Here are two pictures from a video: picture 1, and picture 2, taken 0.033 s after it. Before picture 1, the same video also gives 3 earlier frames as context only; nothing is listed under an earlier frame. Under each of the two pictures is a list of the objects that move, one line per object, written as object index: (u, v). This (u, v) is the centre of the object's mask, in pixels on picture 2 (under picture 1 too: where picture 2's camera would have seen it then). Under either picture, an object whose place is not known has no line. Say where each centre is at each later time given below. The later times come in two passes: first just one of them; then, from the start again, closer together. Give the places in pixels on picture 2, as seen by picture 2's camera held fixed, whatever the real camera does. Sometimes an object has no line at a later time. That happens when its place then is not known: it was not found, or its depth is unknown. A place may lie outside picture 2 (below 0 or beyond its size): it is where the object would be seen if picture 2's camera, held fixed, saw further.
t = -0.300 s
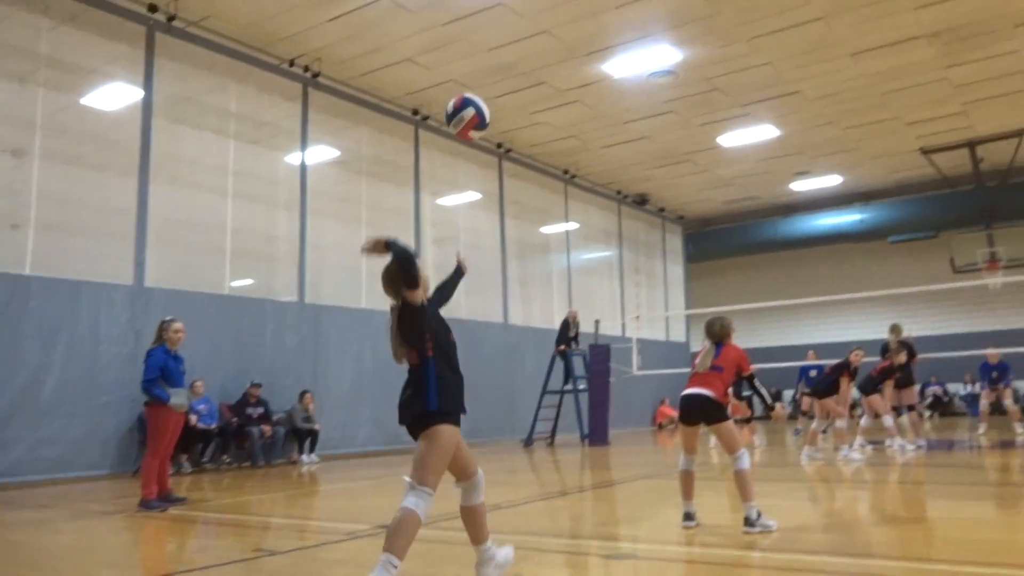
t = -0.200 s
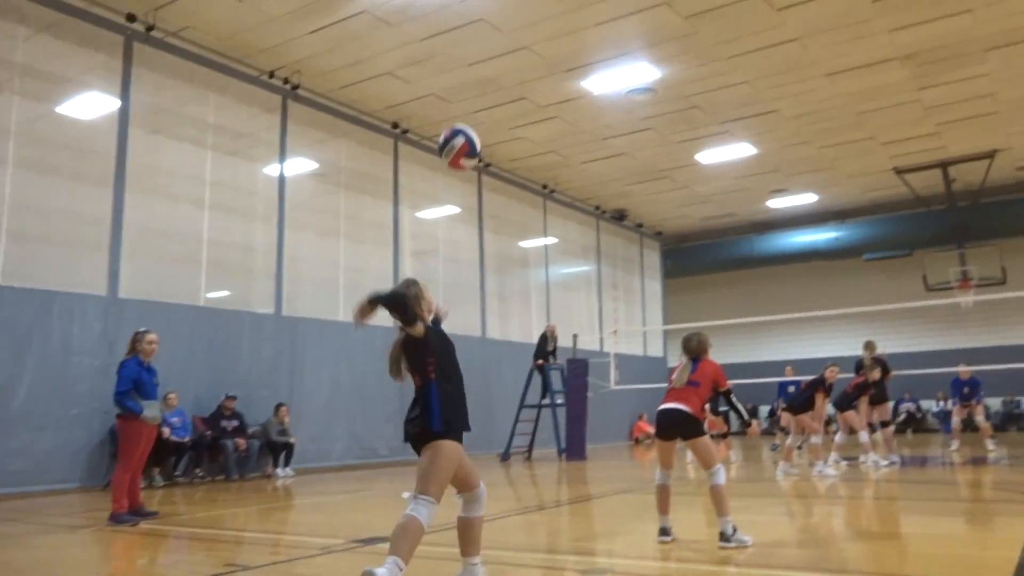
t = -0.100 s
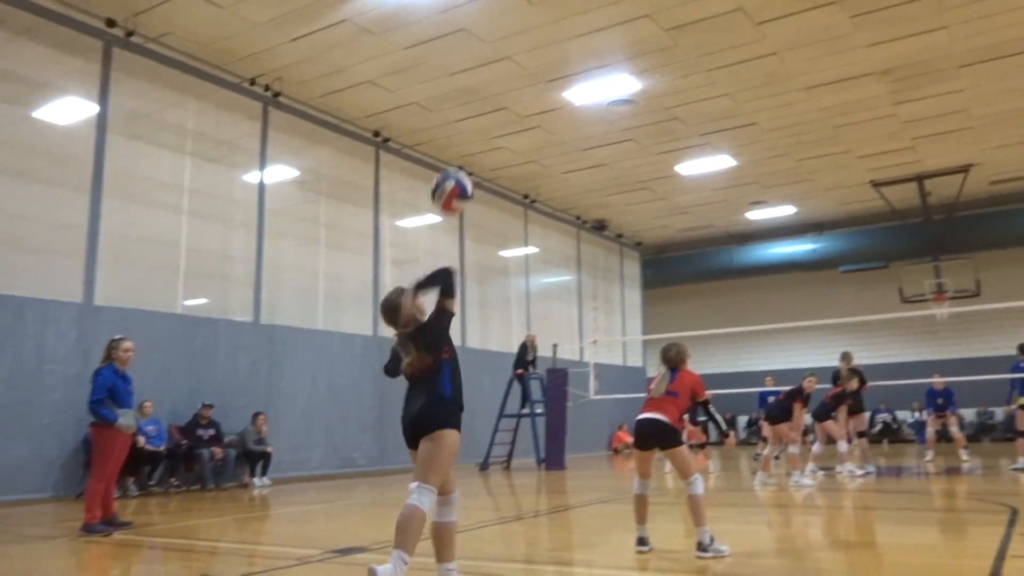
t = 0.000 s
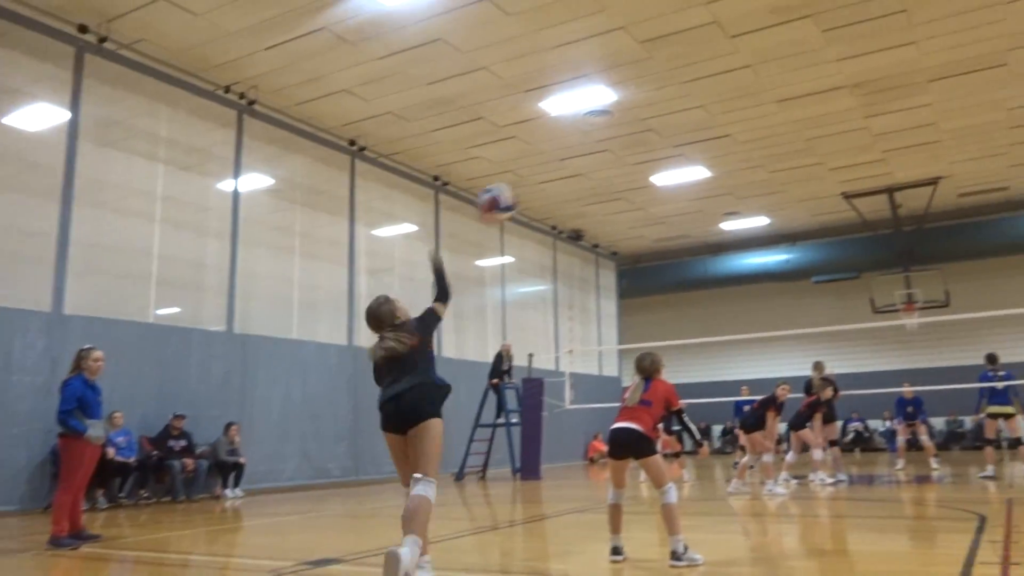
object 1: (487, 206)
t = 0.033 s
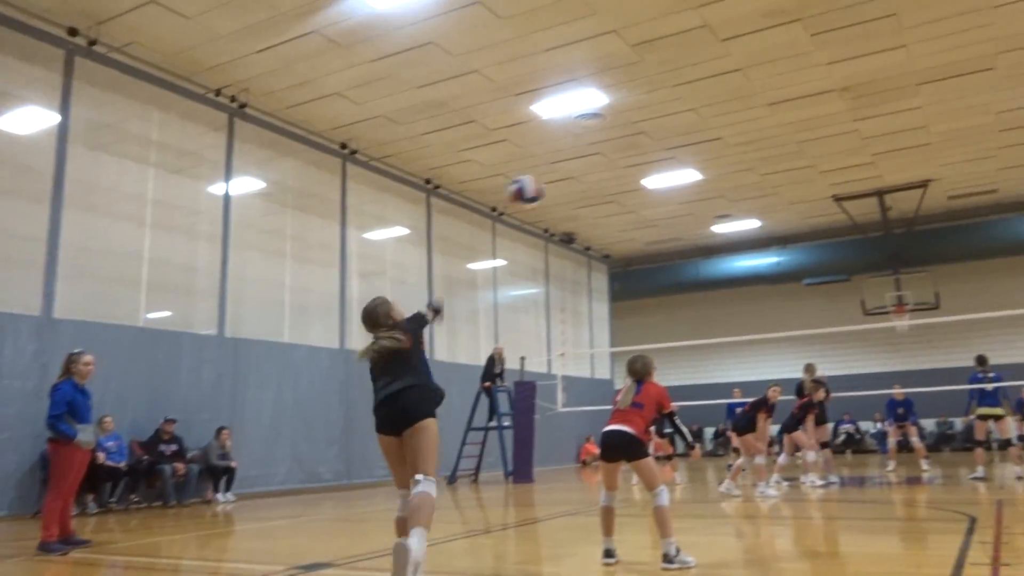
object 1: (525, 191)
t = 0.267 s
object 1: (682, 166)
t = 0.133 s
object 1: (607, 171)
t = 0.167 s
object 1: (629, 168)
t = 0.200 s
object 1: (647, 165)
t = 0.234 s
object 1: (666, 165)
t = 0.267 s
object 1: (682, 166)
